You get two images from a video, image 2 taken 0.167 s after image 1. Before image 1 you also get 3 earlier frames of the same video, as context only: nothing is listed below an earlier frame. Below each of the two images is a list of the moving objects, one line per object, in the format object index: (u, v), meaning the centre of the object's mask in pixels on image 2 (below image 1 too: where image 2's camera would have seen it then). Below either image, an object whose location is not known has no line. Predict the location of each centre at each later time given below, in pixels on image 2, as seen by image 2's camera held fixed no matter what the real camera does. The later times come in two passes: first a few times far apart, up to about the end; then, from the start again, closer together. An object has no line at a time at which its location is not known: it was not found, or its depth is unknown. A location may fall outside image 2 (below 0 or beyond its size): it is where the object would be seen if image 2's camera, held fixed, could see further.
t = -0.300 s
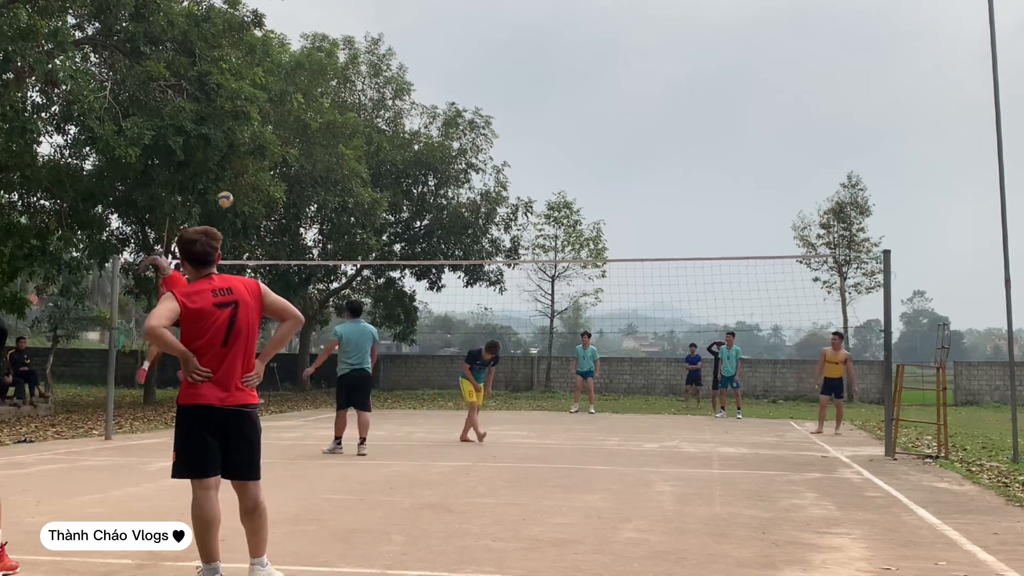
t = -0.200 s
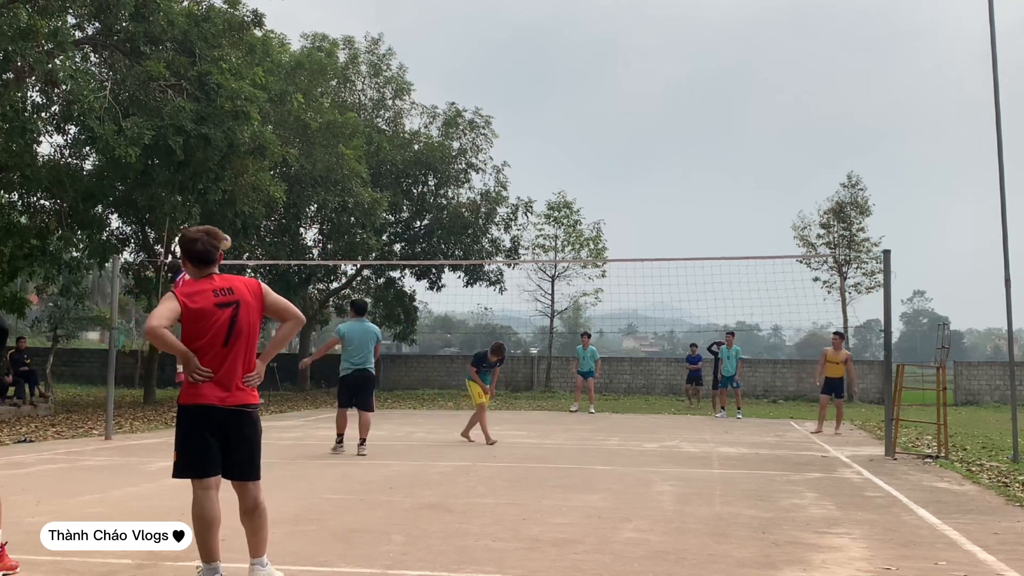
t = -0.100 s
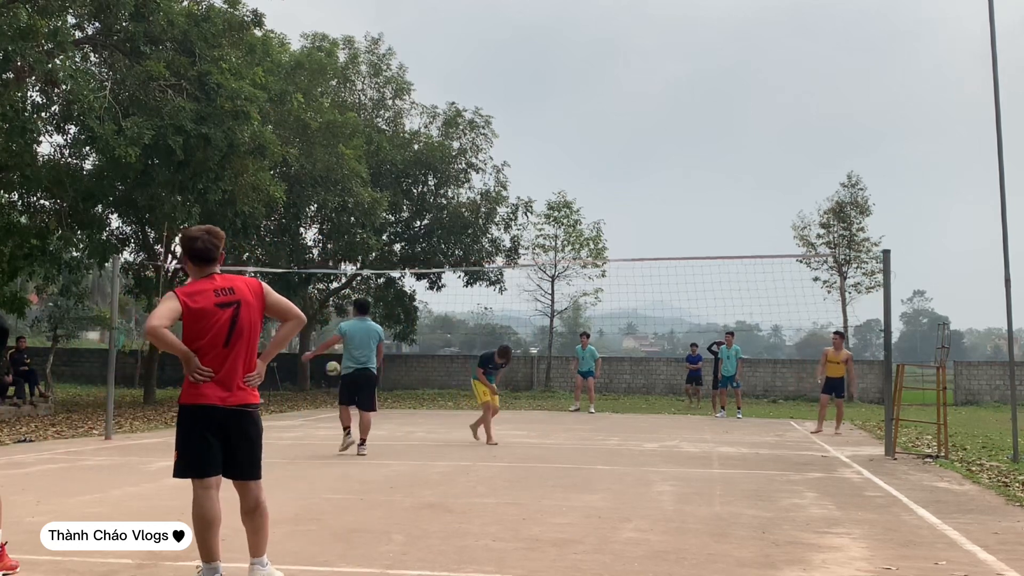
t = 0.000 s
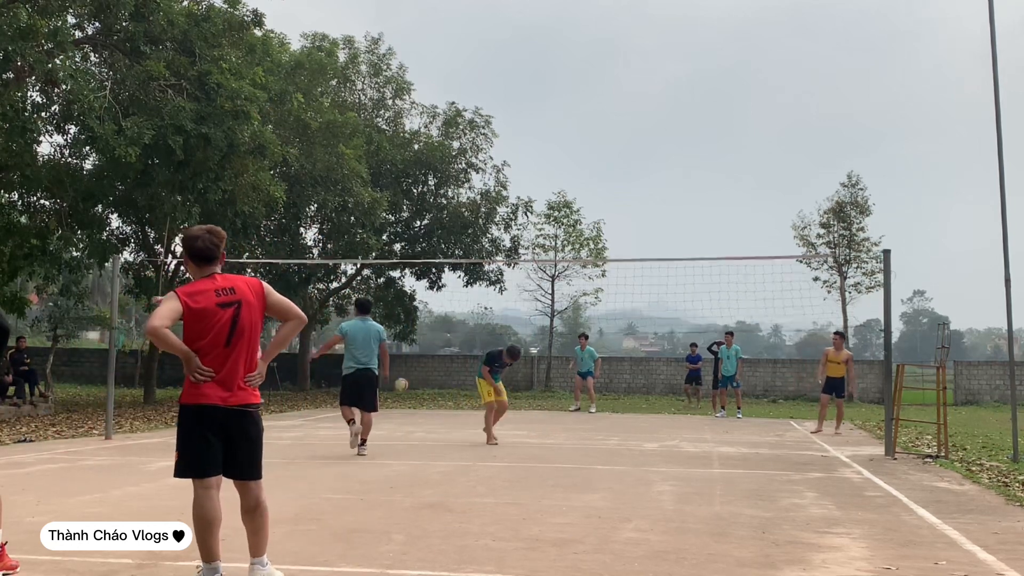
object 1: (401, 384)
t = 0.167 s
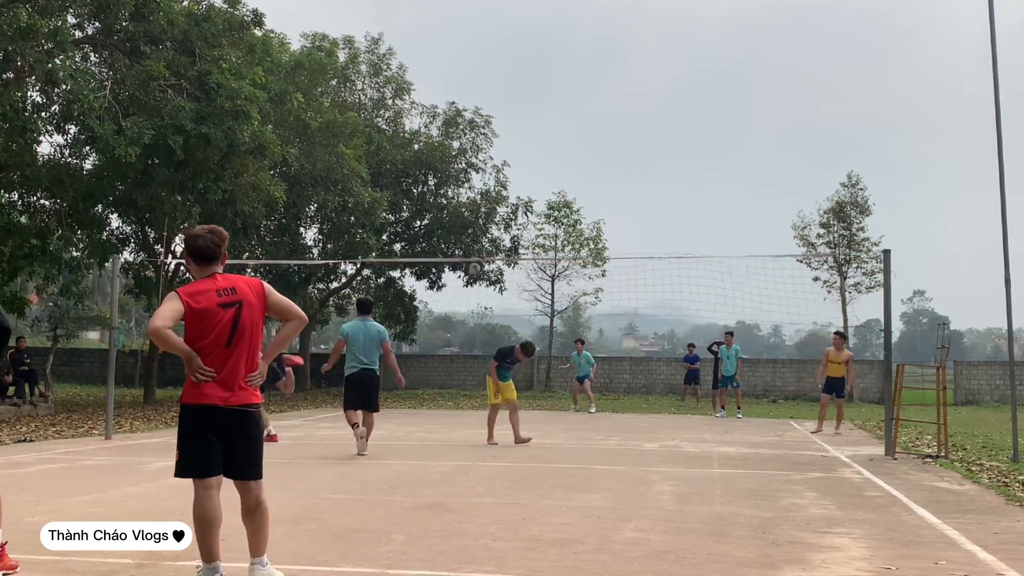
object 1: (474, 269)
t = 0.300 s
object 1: (524, 209)
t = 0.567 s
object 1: (604, 150)
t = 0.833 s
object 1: (666, 145)
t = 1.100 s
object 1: (715, 175)
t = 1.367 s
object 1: (755, 230)
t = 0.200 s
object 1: (488, 253)
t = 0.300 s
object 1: (524, 209)
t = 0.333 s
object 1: (534, 198)
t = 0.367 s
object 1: (545, 188)
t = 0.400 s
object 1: (556, 179)
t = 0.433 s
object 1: (566, 172)
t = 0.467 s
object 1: (576, 165)
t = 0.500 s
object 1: (586, 159)
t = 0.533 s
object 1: (595, 154)
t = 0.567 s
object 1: (604, 150)
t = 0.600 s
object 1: (613, 147)
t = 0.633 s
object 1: (621, 145)
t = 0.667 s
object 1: (629, 143)
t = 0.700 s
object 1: (637, 142)
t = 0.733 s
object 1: (644, 142)
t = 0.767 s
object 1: (652, 142)
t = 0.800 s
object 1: (659, 143)
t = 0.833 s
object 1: (666, 145)
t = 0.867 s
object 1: (673, 147)
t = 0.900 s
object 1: (680, 150)
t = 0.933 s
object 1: (686, 153)
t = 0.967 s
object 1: (692, 156)
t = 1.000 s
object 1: (698, 160)
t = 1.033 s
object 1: (704, 165)
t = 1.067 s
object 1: (710, 170)
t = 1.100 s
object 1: (715, 175)
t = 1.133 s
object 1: (721, 181)
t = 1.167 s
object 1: (726, 187)
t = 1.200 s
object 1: (731, 193)
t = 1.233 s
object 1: (736, 200)
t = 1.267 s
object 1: (741, 207)
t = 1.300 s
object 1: (746, 214)
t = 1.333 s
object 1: (750, 223)
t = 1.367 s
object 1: (755, 230)
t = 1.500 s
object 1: (771, 266)
